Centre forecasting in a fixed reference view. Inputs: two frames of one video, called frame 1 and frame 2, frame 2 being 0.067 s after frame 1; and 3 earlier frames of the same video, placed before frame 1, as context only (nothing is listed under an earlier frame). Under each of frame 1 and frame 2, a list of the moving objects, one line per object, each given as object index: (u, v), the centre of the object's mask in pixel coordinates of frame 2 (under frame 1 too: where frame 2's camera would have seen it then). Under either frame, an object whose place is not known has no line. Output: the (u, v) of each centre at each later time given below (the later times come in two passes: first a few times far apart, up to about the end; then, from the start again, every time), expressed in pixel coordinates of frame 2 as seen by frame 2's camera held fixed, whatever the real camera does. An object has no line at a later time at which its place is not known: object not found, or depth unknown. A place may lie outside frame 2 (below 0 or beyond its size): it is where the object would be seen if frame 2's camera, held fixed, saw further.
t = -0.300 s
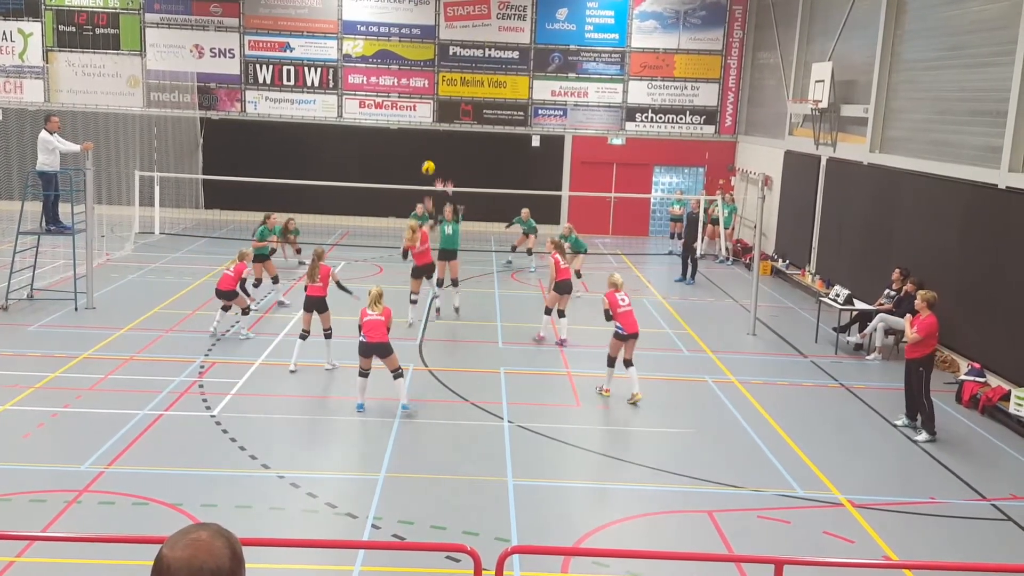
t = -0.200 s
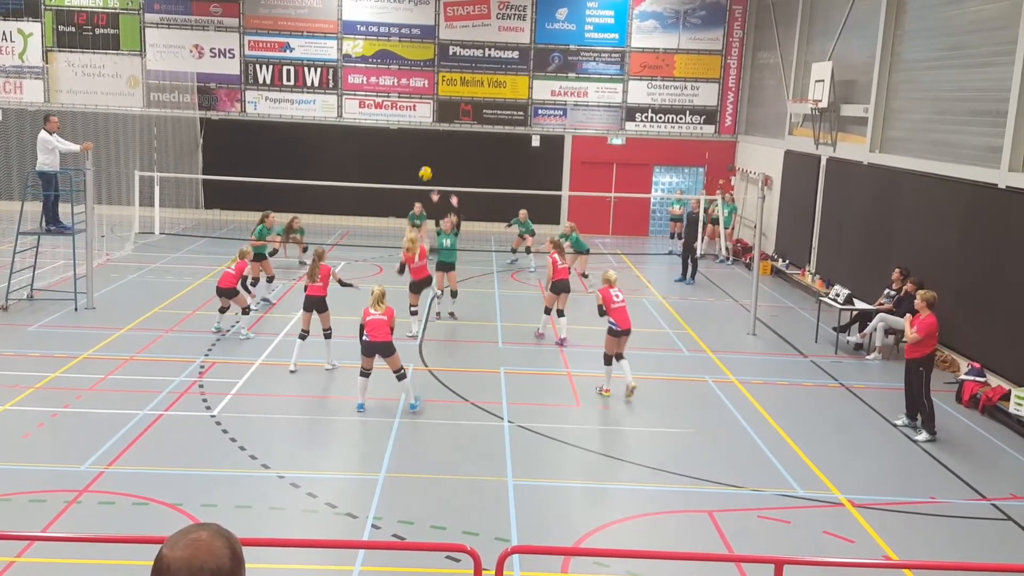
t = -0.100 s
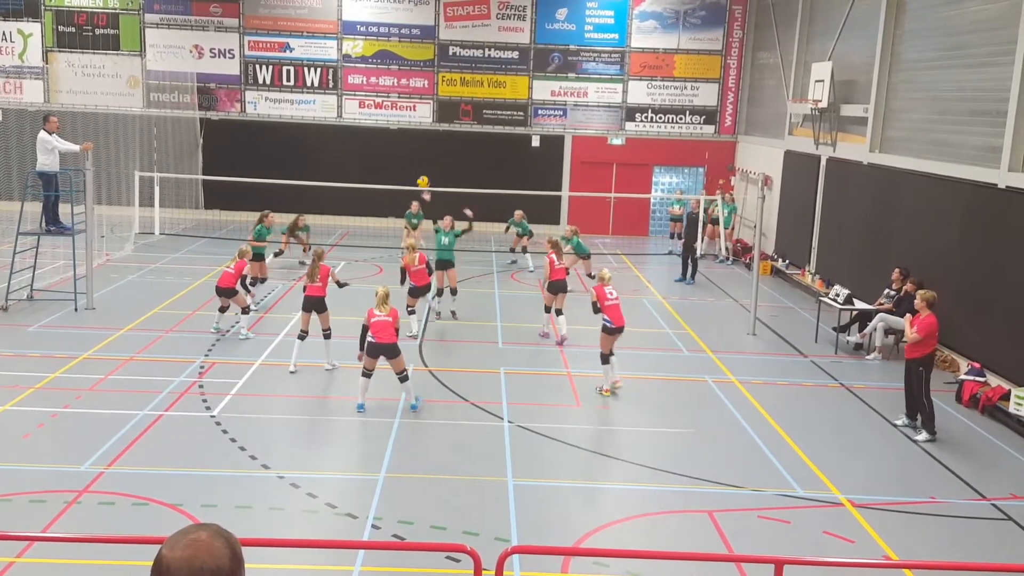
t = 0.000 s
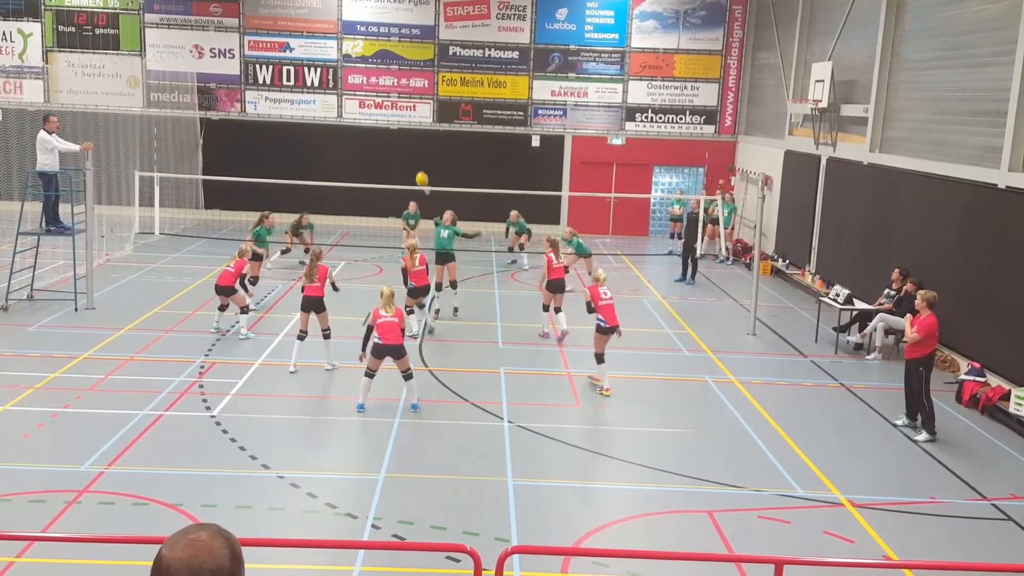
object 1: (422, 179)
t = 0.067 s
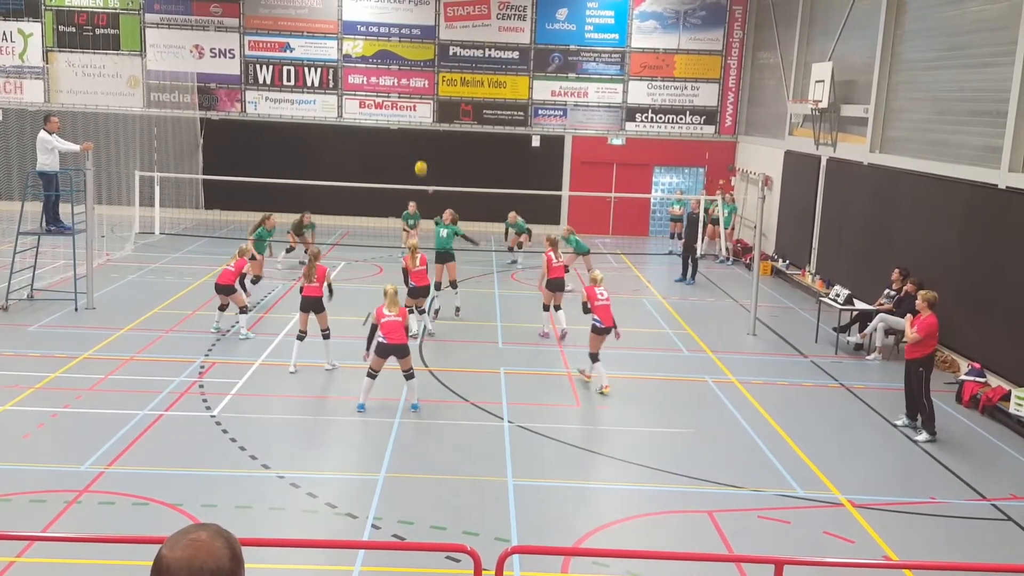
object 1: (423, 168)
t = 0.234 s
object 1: (419, 152)
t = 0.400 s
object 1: (416, 150)
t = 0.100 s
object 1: (421, 164)
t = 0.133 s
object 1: (420, 160)
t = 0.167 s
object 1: (419, 156)
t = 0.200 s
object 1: (419, 154)
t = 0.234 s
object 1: (419, 152)
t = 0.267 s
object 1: (418, 150)
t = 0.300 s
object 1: (417, 149)
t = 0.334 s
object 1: (417, 149)
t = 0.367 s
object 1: (416, 149)
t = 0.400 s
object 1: (416, 150)
